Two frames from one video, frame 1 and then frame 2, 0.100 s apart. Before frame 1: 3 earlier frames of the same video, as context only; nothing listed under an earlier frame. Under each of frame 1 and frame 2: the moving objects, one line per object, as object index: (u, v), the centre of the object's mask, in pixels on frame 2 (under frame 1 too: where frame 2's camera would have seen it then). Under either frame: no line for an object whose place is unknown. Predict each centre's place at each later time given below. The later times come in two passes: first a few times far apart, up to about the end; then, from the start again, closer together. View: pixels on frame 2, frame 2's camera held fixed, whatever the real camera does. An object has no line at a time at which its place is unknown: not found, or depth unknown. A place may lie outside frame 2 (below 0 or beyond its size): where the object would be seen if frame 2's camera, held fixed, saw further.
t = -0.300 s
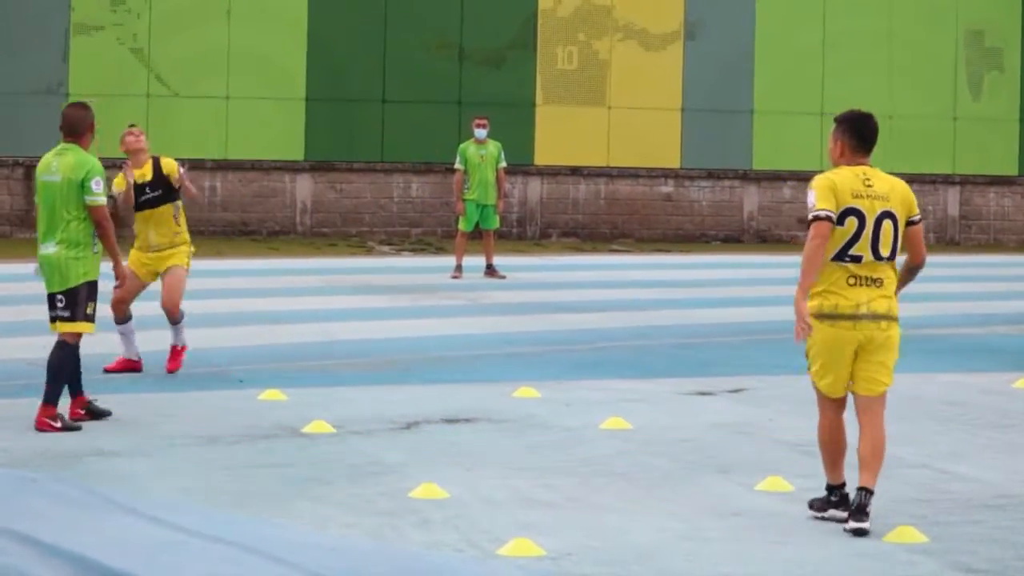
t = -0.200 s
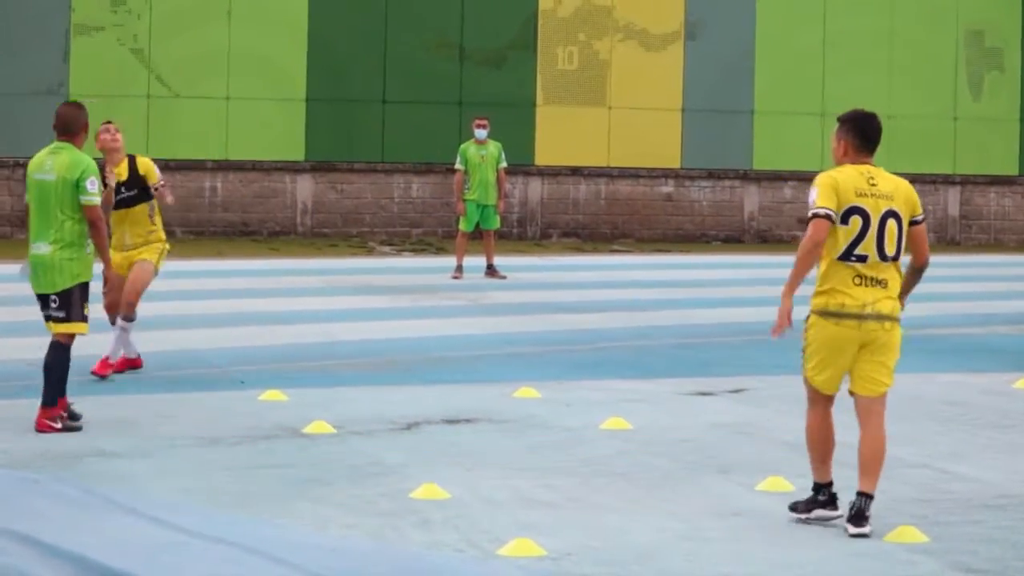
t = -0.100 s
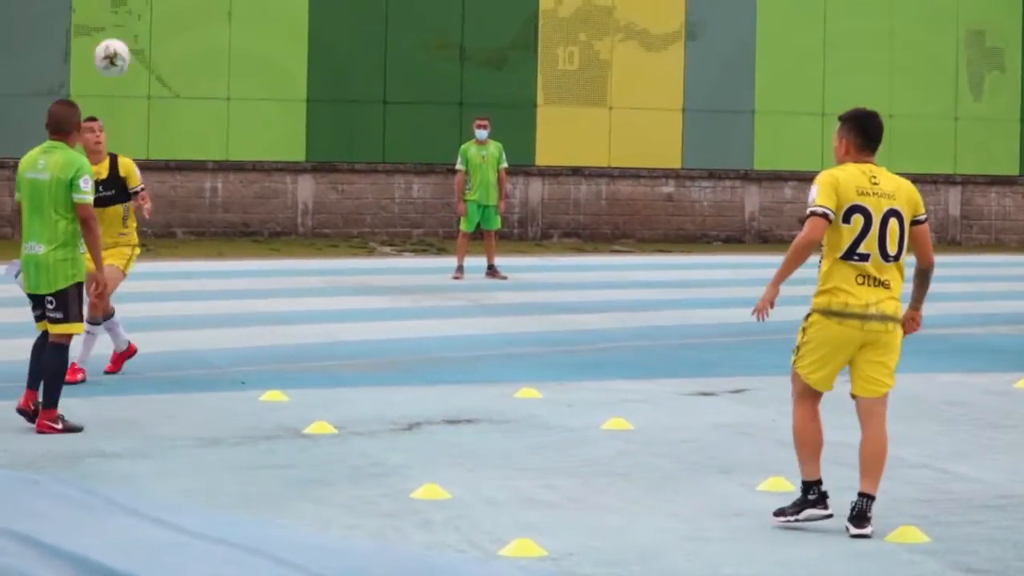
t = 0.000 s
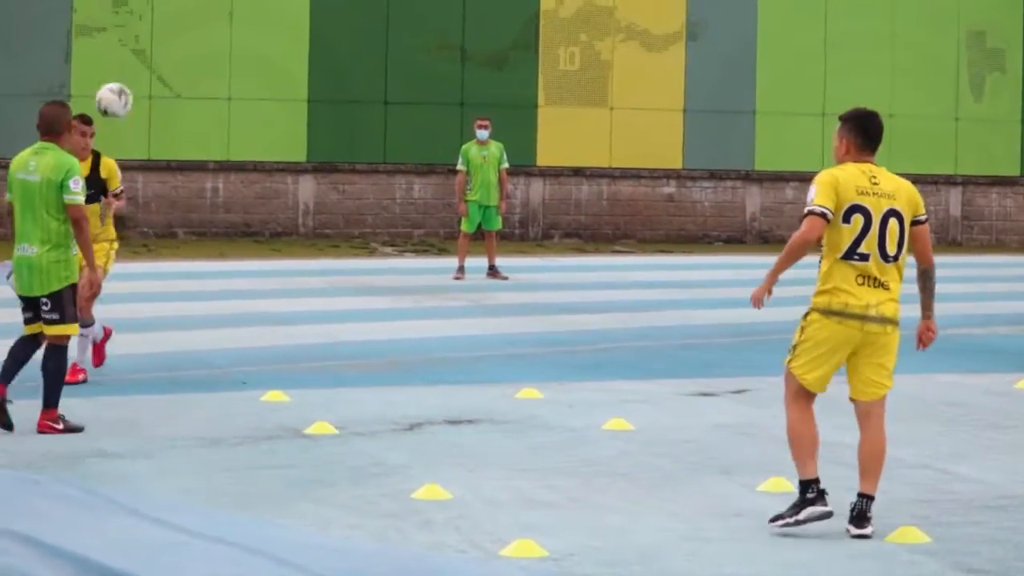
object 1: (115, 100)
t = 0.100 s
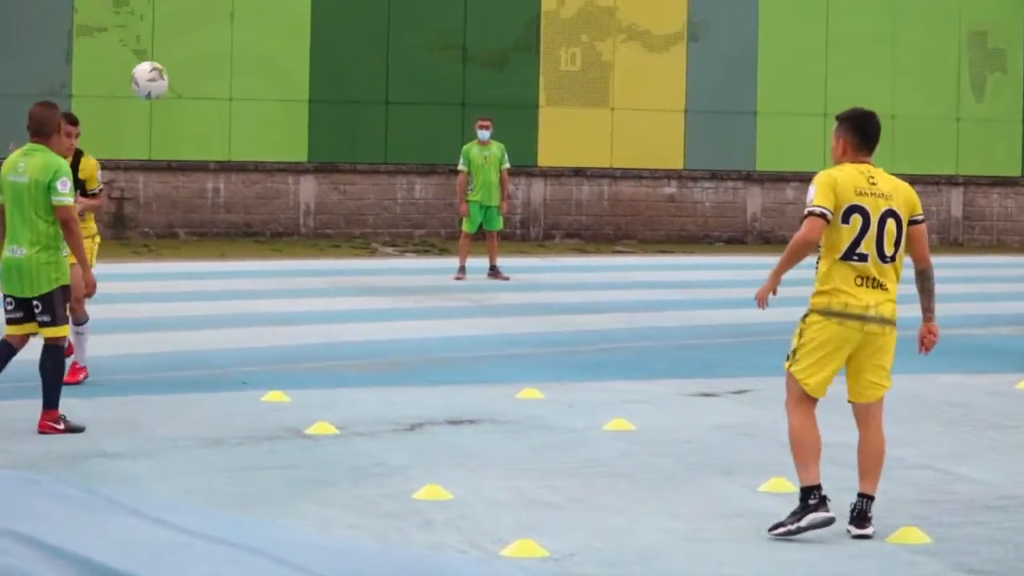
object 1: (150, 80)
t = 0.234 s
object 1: (198, 77)
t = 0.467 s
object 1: (296, 158)
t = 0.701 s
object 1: (412, 380)
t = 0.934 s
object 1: (510, 326)
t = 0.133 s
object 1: (161, 77)
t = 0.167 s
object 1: (174, 75)
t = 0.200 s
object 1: (186, 75)
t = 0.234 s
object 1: (198, 77)
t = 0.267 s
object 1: (215, 82)
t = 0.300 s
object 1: (225, 89)
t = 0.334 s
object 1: (238, 99)
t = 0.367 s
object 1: (257, 109)
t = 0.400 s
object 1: (265, 124)
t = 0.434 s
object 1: (280, 140)
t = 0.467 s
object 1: (296, 158)
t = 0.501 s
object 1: (319, 181)
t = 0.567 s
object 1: (348, 234)
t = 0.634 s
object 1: (376, 301)
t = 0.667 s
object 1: (388, 336)
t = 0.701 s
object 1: (412, 380)
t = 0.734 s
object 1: (430, 428)
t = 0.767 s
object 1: (450, 474)
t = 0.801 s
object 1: (455, 439)
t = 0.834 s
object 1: (469, 409)
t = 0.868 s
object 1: (483, 379)
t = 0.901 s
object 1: (497, 352)
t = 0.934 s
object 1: (510, 326)
